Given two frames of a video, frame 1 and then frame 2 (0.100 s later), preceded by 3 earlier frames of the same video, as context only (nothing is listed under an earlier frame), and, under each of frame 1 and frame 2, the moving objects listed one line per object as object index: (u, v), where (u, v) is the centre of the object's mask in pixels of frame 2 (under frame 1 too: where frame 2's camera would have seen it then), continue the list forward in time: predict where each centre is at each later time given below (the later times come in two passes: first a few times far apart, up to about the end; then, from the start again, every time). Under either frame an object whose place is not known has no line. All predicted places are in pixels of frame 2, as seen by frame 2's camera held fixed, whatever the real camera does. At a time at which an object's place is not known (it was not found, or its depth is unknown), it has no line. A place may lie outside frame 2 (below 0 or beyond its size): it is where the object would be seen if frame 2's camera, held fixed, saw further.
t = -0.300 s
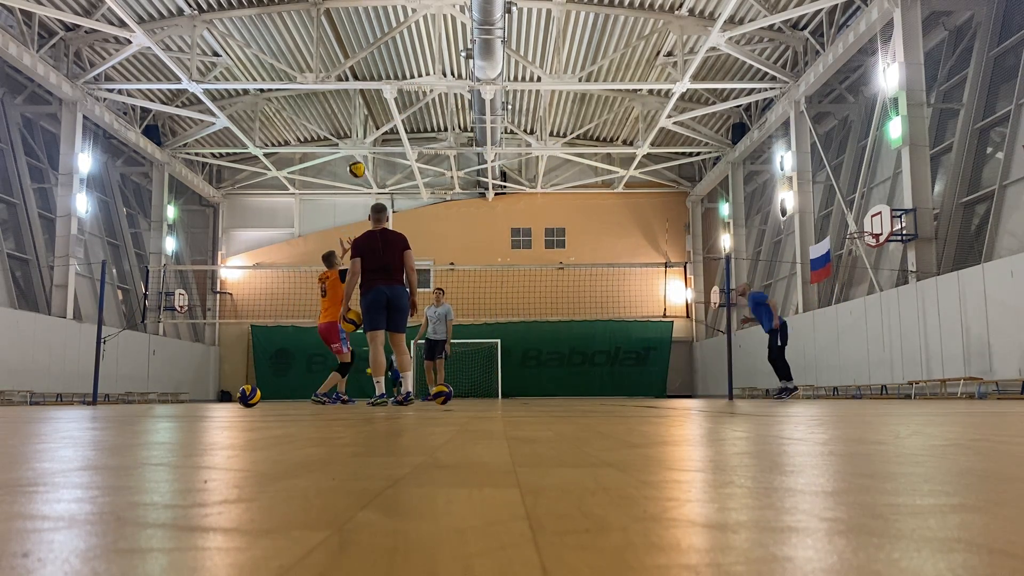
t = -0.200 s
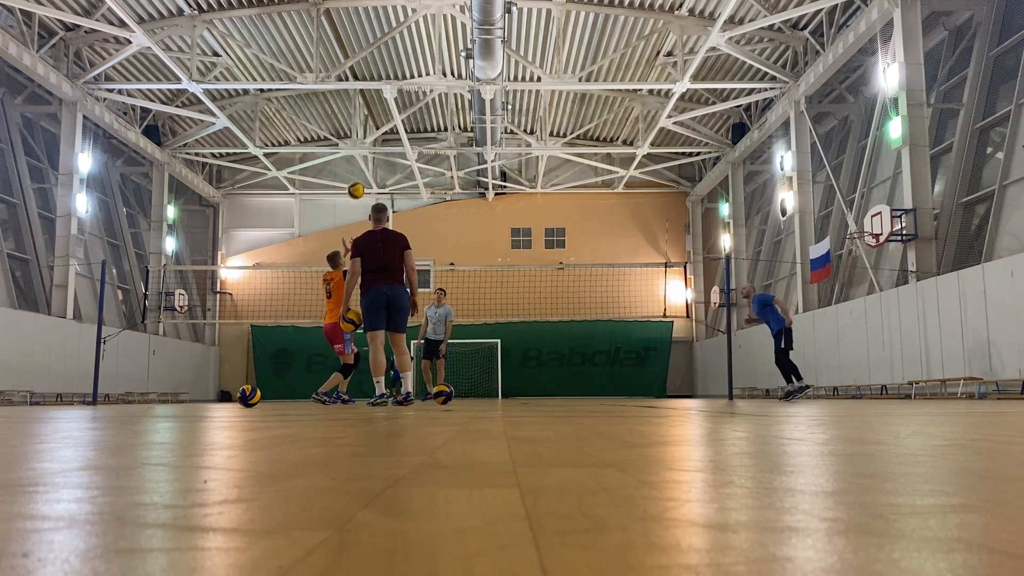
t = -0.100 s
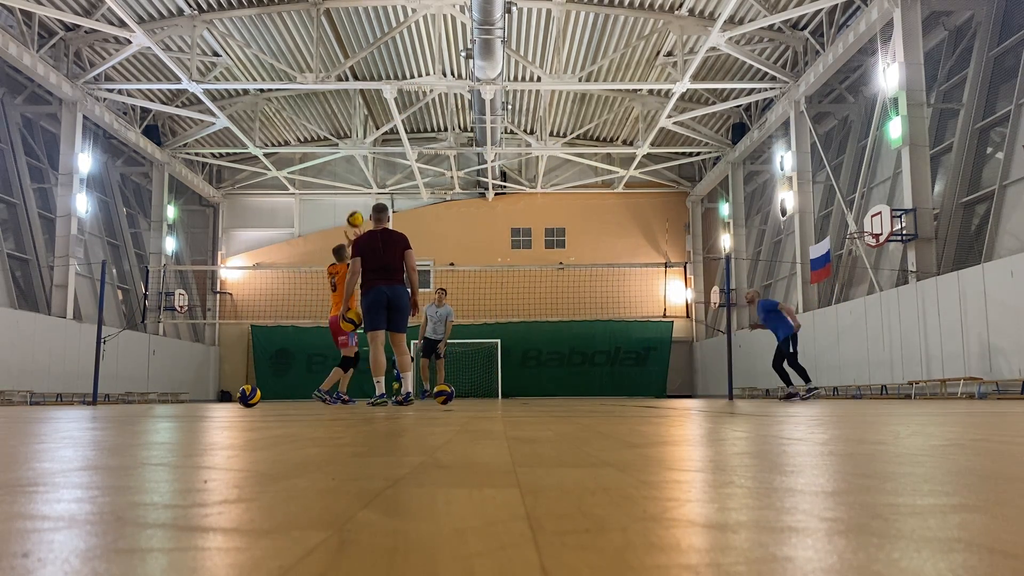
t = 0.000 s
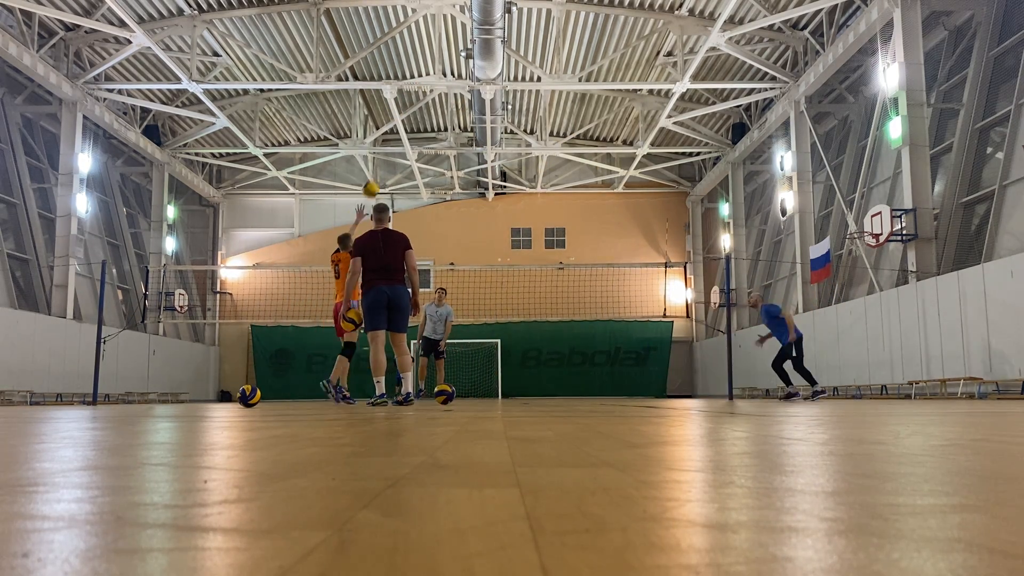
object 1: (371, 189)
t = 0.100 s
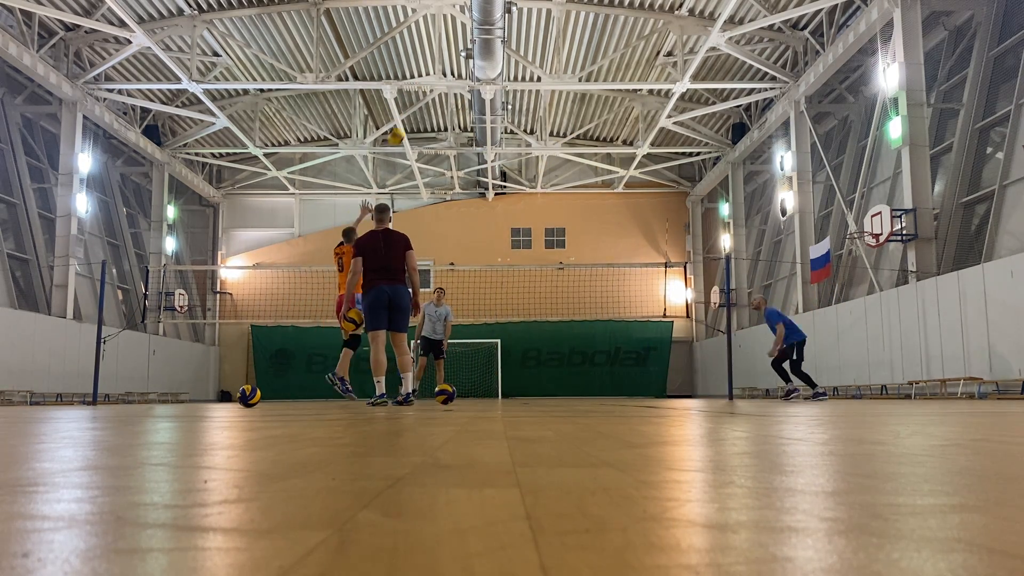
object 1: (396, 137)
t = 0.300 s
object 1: (440, 64)
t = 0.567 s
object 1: (489, 24)
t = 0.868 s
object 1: (535, 39)
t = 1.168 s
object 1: (575, 103)
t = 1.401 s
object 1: (604, 181)
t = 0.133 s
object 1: (404, 121)
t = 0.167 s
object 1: (411, 107)
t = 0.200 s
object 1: (419, 95)
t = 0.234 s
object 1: (426, 84)
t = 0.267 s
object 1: (433, 73)
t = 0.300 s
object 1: (440, 64)
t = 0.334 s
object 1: (447, 55)
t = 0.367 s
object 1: (454, 48)
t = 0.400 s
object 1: (459, 42)
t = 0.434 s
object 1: (466, 36)
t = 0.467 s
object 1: (472, 33)
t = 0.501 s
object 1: (478, 29)
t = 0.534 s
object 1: (484, 26)
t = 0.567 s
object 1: (489, 24)
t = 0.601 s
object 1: (495, 23)
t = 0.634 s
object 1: (500, 22)
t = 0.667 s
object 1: (505, 23)
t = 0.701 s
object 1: (510, 24)
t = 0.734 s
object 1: (515, 26)
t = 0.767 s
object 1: (520, 28)
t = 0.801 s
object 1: (525, 31)
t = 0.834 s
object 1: (530, 35)
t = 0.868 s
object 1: (535, 39)
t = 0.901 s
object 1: (540, 44)
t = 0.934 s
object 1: (544, 49)
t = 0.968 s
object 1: (549, 55)
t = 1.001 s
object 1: (553, 62)
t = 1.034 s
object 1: (558, 69)
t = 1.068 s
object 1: (562, 76)
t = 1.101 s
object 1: (566, 84)
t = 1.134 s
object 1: (571, 94)
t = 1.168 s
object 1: (575, 103)
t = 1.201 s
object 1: (579, 113)
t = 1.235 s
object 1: (583, 122)
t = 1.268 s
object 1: (587, 134)
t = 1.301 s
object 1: (591, 144)
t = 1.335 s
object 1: (596, 157)
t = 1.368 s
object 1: (600, 169)
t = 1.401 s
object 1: (604, 181)
